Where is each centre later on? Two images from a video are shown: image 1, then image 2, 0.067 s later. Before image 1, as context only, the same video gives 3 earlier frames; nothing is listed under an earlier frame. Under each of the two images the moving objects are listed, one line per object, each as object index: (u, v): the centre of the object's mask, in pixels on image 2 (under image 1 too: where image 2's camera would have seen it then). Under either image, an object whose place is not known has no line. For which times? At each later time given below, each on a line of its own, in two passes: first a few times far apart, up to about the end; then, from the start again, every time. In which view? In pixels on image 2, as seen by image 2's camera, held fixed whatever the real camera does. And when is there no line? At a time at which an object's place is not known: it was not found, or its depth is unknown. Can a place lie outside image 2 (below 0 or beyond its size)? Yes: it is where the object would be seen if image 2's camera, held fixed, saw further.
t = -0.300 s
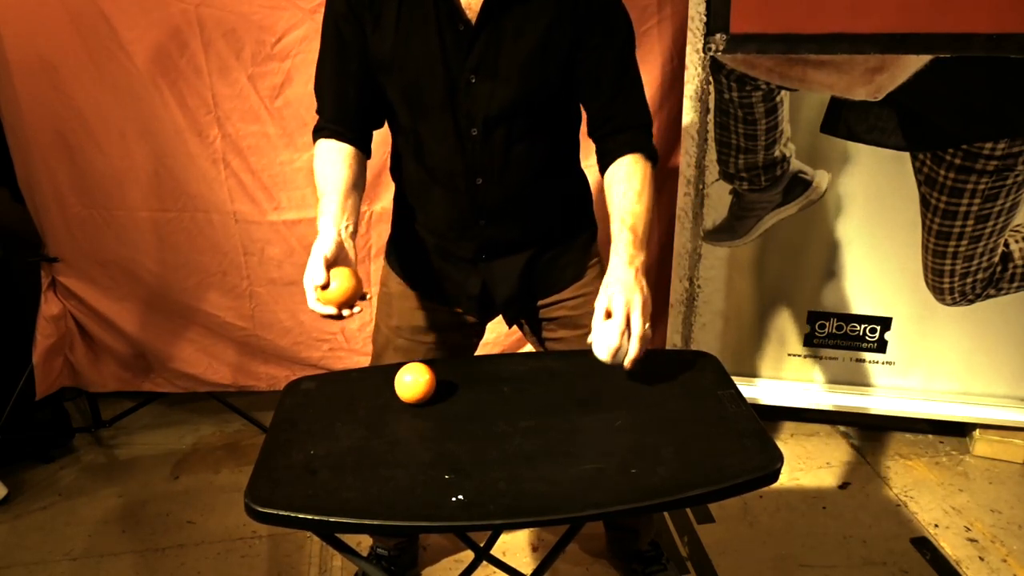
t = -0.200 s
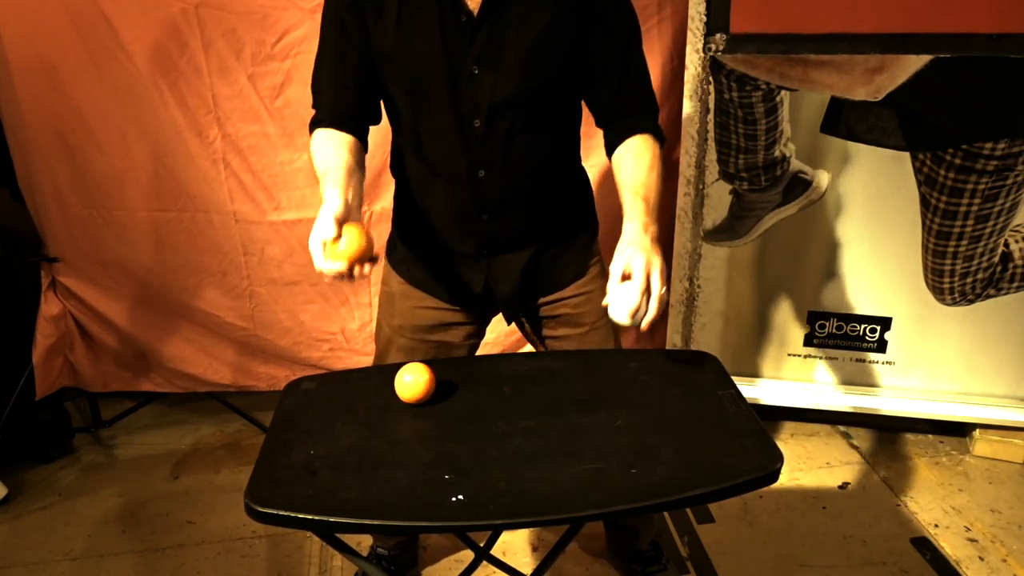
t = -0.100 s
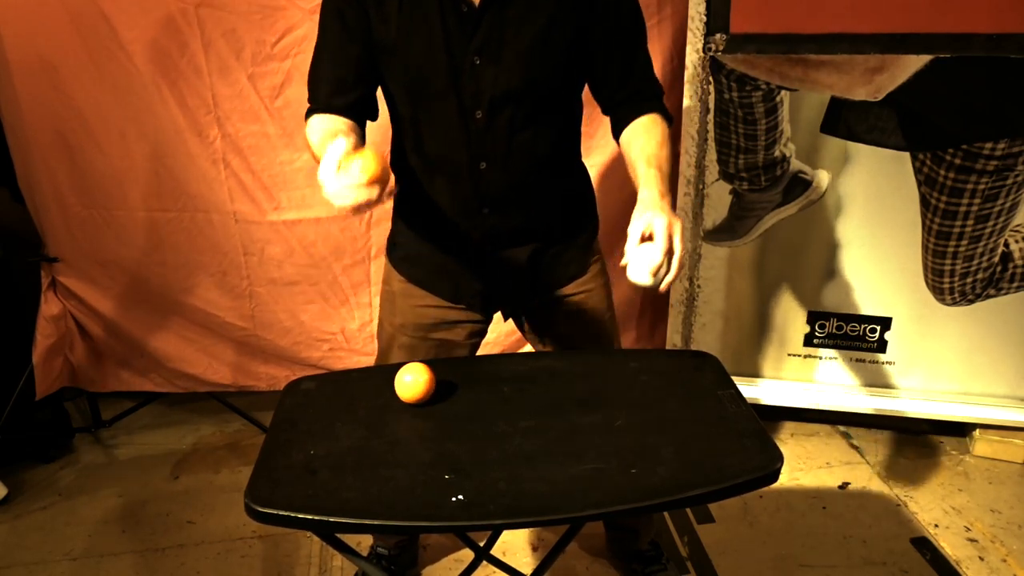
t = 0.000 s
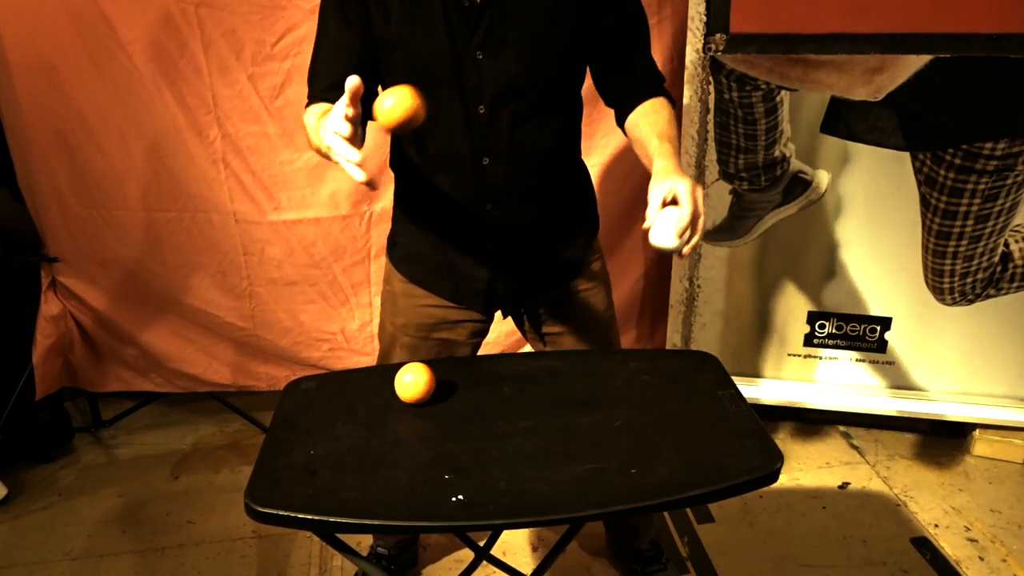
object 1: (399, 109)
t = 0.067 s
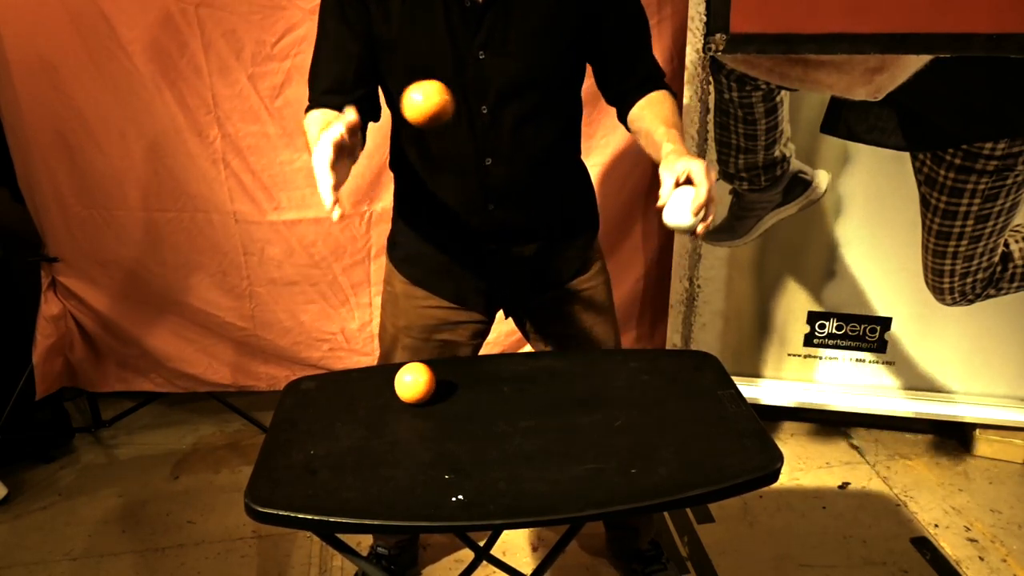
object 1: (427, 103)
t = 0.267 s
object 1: (518, 271)
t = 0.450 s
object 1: (563, 385)
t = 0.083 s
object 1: (434, 106)
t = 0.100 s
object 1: (442, 112)
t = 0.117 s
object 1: (449, 119)
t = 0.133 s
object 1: (457, 129)
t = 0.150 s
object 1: (465, 141)
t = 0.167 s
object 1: (473, 155)
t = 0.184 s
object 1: (480, 170)
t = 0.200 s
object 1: (488, 188)
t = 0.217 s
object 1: (496, 206)
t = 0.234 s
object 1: (503, 226)
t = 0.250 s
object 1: (511, 248)
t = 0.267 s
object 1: (518, 271)
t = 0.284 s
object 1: (525, 295)
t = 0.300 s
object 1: (531, 319)
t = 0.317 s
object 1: (539, 349)
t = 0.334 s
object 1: (546, 377)
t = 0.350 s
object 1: (552, 392)
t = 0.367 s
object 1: (554, 387)
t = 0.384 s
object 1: (556, 384)
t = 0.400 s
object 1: (558, 382)
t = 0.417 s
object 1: (559, 381)
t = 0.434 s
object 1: (561, 382)
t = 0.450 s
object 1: (563, 385)
